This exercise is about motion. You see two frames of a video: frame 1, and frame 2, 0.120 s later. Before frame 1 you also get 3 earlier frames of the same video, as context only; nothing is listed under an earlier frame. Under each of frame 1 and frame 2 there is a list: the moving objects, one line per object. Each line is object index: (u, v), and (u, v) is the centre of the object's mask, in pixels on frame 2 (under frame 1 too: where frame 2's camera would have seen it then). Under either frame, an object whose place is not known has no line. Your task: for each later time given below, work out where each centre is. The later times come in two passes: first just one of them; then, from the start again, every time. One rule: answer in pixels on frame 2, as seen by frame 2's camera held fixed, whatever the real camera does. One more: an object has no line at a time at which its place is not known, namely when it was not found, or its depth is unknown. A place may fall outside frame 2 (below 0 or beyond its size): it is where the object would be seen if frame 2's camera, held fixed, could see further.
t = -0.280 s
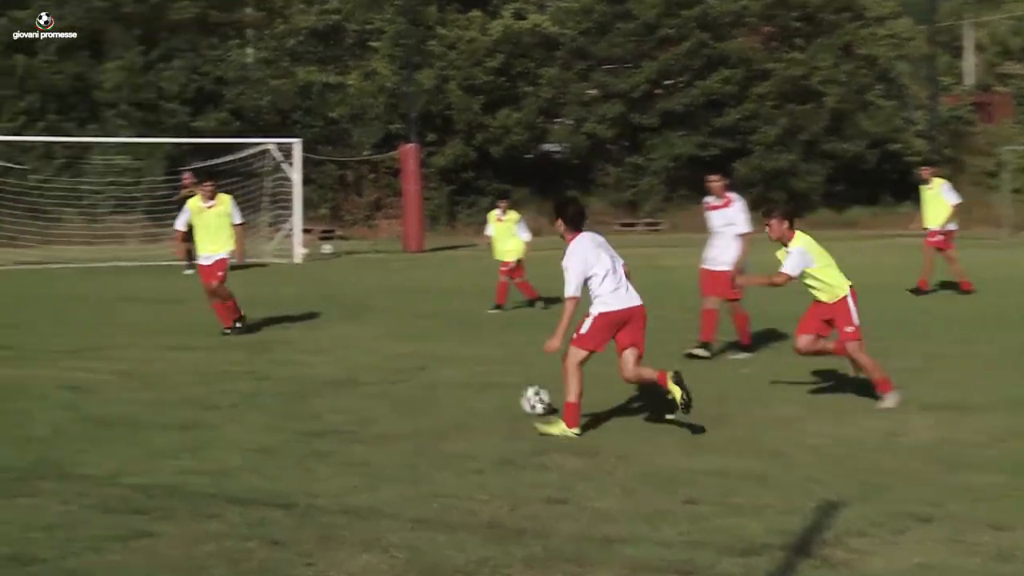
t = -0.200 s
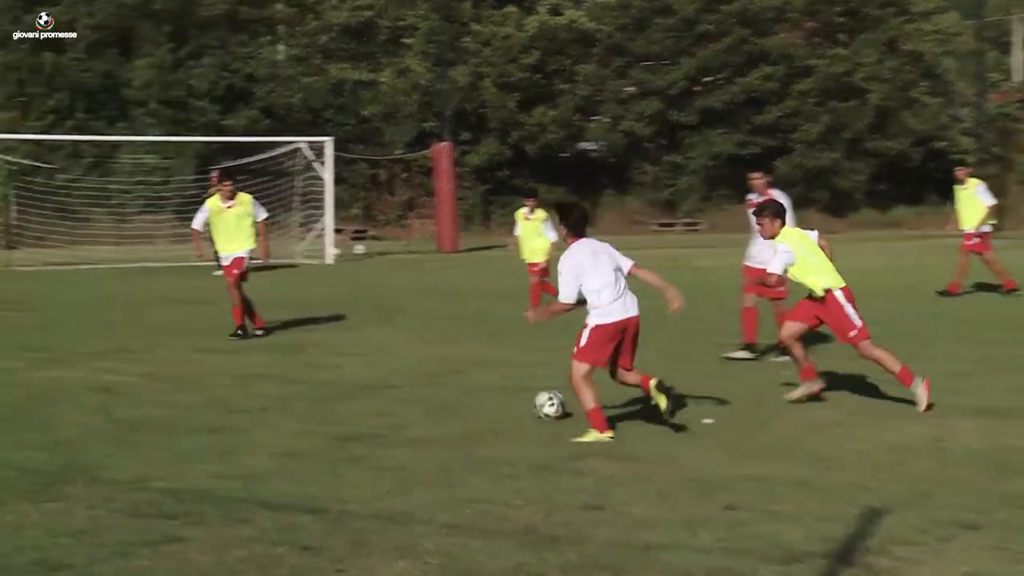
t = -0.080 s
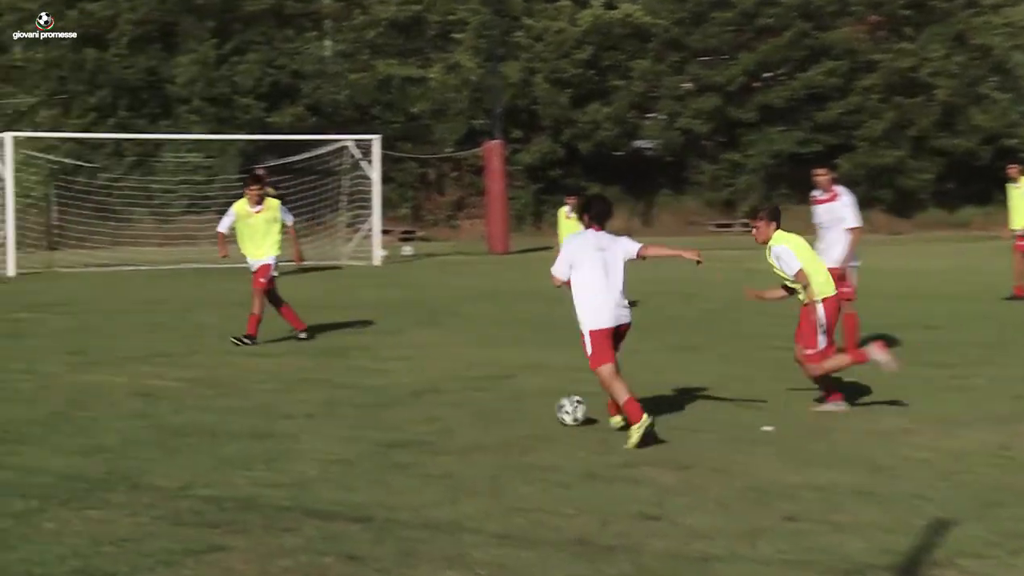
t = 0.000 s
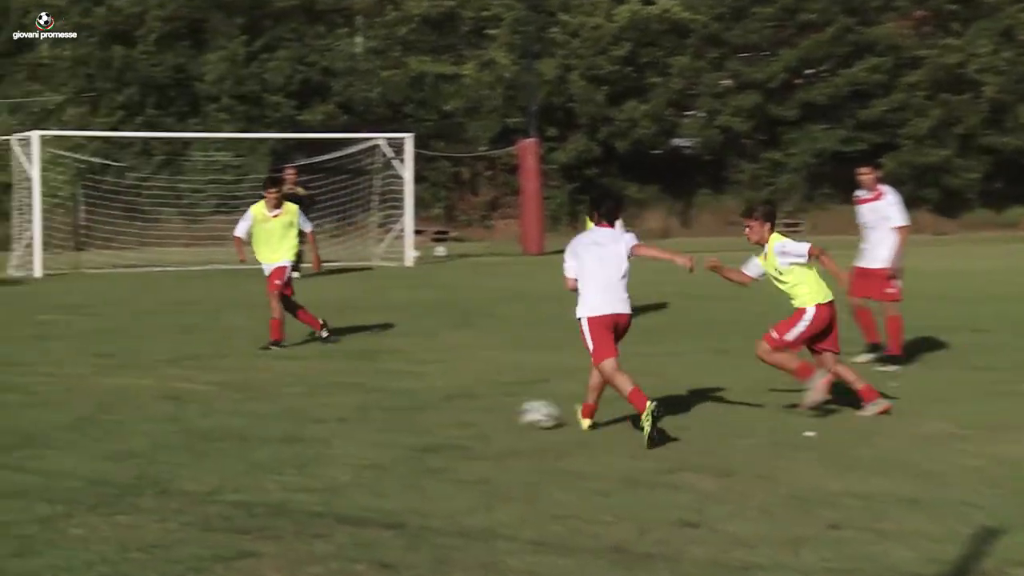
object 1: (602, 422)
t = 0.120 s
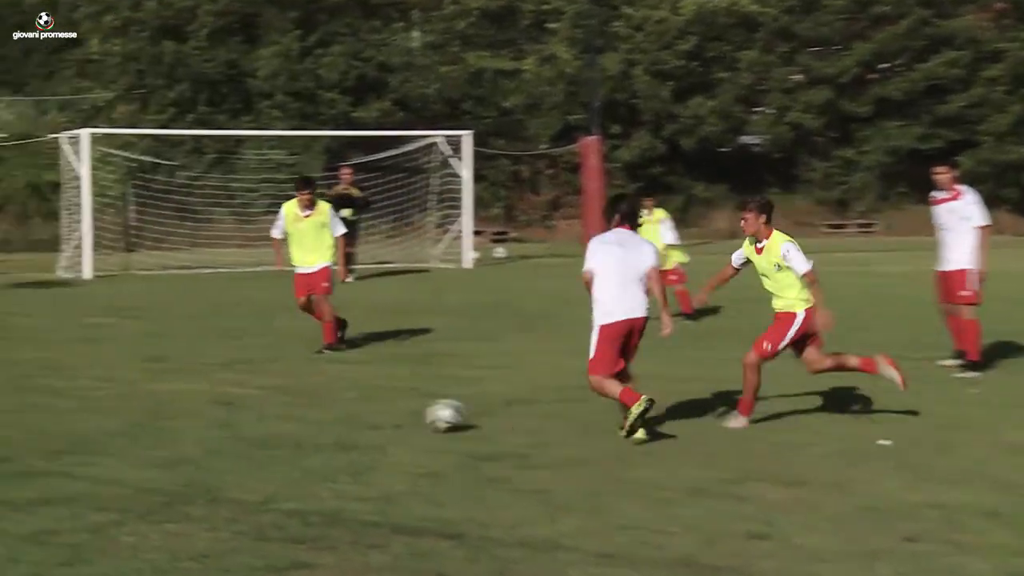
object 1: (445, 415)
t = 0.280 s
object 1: (268, 413)
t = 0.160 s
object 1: (397, 416)
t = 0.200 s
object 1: (349, 418)
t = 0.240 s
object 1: (308, 415)
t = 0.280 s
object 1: (268, 413)
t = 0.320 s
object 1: (231, 414)
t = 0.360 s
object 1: (195, 417)
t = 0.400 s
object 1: (157, 419)
